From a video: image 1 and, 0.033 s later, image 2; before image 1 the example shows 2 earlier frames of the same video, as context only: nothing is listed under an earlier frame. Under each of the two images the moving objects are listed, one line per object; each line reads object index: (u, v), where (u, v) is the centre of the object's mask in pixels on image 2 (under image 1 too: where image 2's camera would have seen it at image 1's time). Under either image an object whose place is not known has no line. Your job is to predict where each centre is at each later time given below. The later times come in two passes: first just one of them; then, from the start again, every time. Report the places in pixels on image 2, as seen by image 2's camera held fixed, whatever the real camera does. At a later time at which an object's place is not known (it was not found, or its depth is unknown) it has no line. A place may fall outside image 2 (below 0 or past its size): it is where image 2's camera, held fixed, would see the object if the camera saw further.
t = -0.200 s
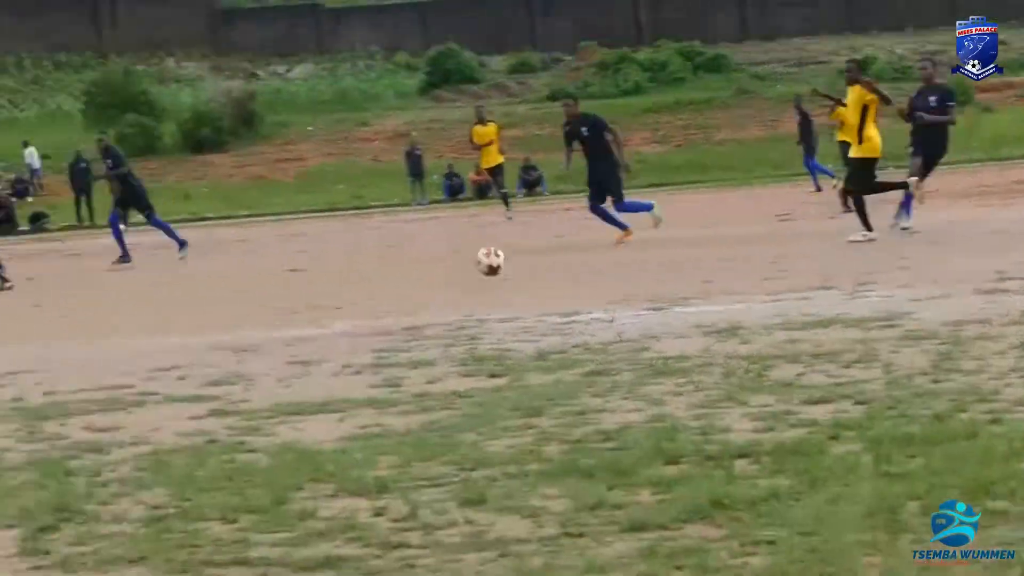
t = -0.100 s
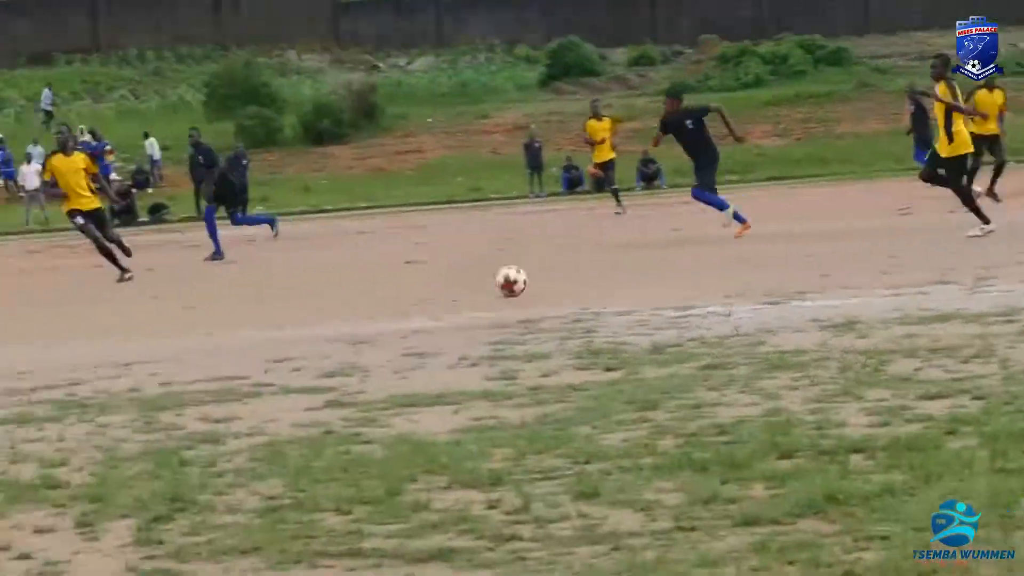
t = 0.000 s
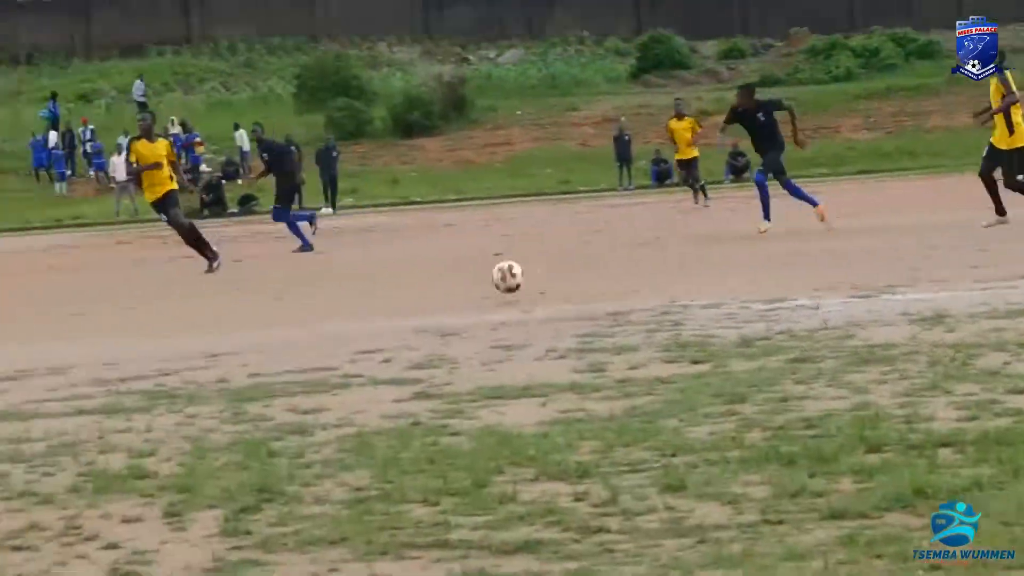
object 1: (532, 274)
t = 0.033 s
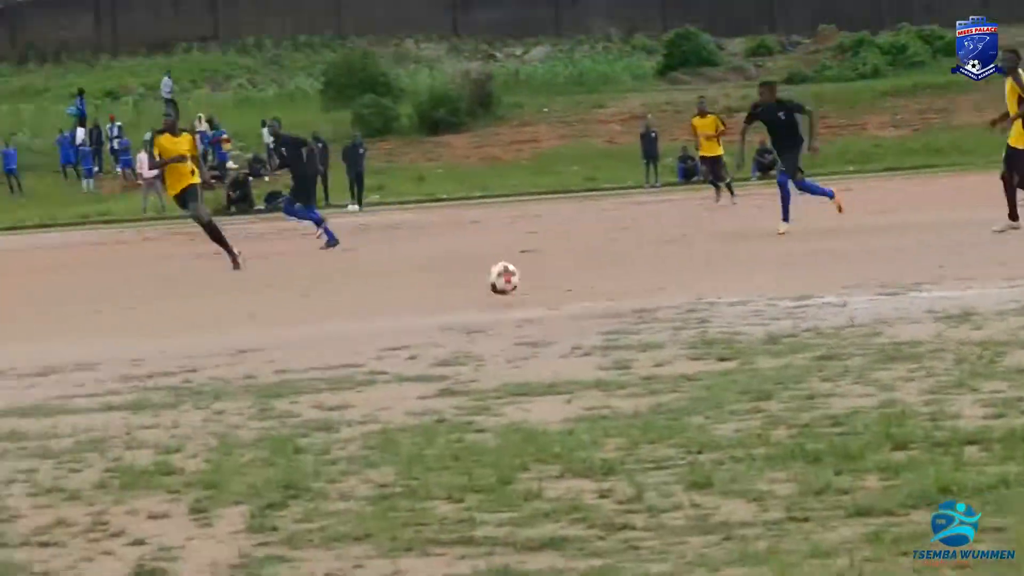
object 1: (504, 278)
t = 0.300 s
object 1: (249, 317)
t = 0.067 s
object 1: (472, 285)
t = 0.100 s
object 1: (440, 293)
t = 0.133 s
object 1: (409, 297)
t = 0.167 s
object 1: (379, 299)
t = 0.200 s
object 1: (347, 304)
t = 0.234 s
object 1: (314, 310)
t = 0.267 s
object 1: (282, 312)
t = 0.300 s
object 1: (249, 317)
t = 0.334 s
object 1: (216, 322)
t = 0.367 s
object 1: (181, 324)
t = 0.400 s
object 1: (145, 328)
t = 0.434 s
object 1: (108, 335)
